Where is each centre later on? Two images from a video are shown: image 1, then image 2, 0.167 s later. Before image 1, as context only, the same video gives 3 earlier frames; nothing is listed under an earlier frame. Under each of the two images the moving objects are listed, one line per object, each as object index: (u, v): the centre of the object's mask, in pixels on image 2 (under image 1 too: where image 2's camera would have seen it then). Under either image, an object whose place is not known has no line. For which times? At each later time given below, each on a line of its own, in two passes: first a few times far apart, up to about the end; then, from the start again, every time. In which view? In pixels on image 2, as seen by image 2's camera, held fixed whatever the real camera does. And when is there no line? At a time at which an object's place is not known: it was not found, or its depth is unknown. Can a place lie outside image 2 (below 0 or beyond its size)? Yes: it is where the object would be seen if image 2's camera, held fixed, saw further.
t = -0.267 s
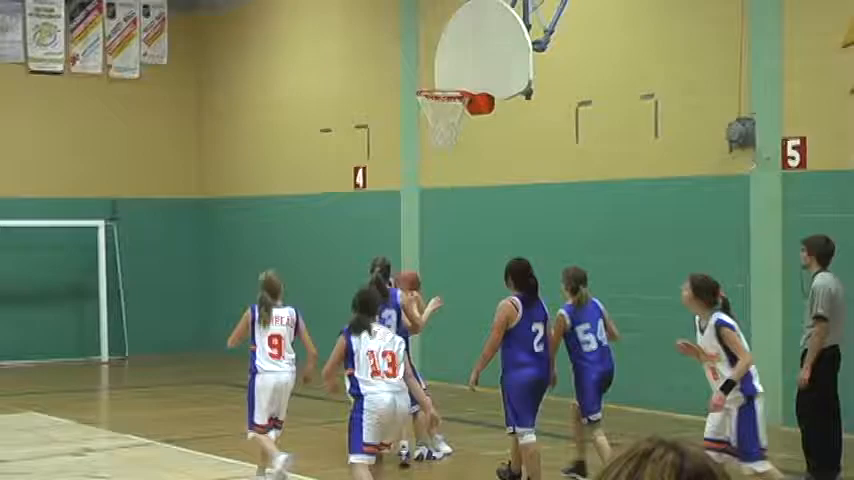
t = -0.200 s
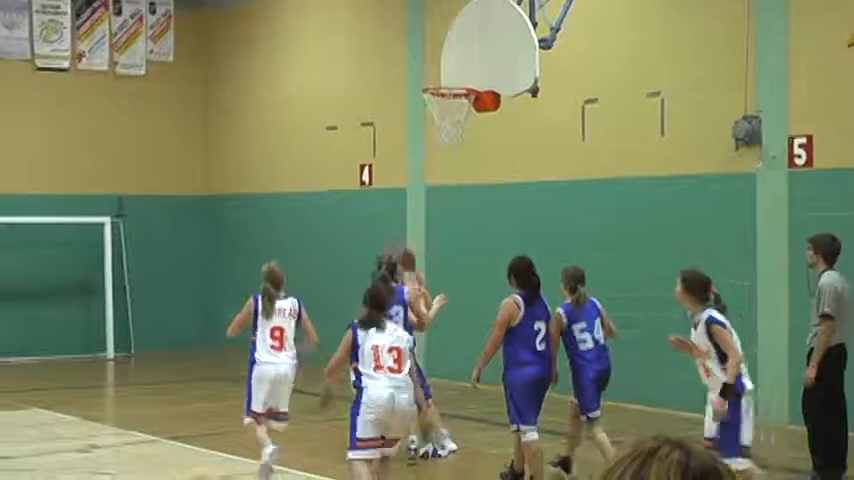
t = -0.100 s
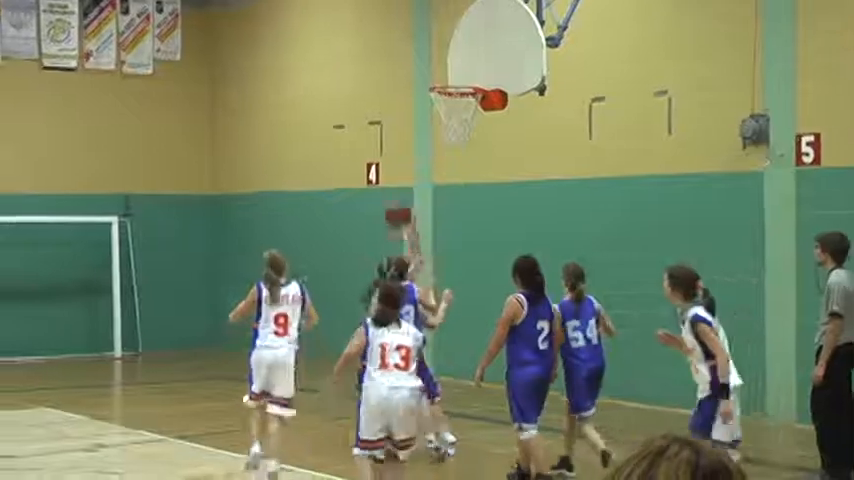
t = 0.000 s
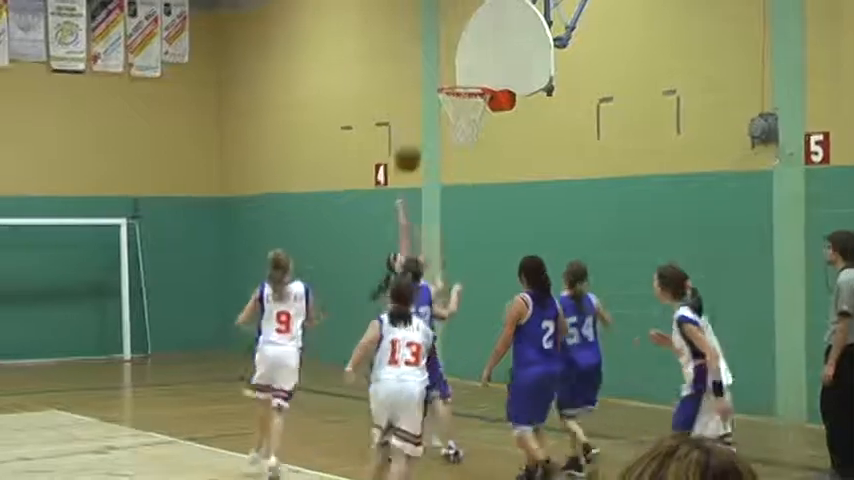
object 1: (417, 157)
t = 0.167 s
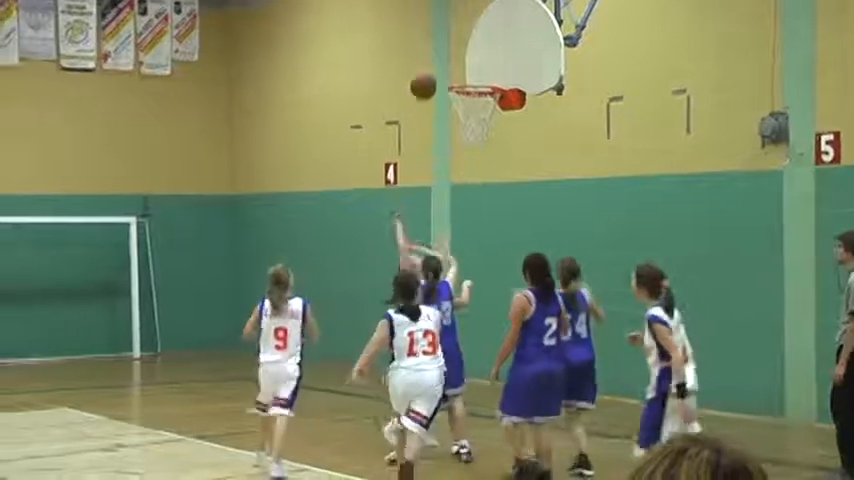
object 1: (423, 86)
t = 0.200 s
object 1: (425, 77)
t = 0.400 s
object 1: (432, 41)
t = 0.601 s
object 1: (440, 52)
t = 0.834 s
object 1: (433, 101)
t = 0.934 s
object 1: (421, 129)
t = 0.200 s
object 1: (425, 77)
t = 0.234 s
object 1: (426, 68)
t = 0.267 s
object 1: (426, 60)
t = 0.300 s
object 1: (428, 53)
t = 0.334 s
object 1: (429, 48)
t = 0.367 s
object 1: (430, 44)
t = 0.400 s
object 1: (432, 41)
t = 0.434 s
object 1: (433, 41)
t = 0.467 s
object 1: (434, 40)
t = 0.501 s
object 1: (436, 41)
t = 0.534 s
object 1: (437, 44)
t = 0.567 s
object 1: (438, 47)
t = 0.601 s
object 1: (440, 52)
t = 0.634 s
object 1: (441, 58)
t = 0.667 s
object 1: (442, 65)
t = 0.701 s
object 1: (443, 74)
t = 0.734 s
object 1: (444, 83)
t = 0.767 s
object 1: (440, 89)
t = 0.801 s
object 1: (436, 95)
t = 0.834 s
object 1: (433, 101)
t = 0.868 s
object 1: (429, 109)
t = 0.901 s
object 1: (425, 118)
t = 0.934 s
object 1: (421, 129)
